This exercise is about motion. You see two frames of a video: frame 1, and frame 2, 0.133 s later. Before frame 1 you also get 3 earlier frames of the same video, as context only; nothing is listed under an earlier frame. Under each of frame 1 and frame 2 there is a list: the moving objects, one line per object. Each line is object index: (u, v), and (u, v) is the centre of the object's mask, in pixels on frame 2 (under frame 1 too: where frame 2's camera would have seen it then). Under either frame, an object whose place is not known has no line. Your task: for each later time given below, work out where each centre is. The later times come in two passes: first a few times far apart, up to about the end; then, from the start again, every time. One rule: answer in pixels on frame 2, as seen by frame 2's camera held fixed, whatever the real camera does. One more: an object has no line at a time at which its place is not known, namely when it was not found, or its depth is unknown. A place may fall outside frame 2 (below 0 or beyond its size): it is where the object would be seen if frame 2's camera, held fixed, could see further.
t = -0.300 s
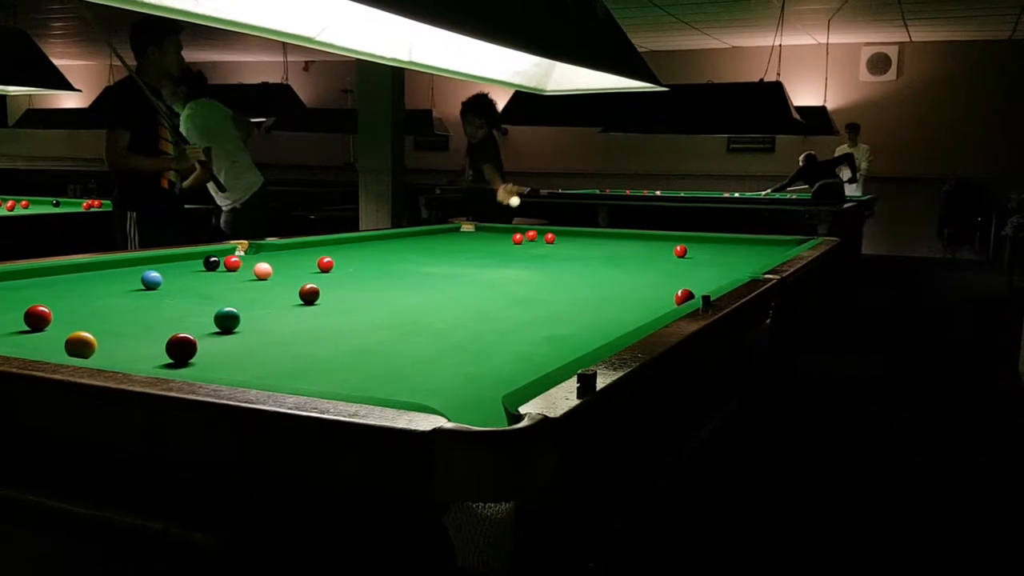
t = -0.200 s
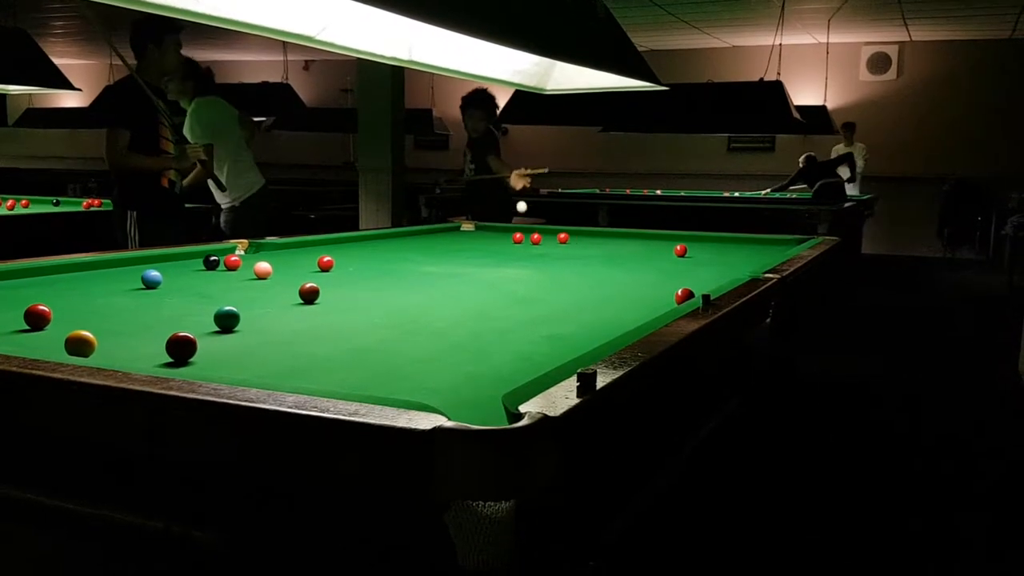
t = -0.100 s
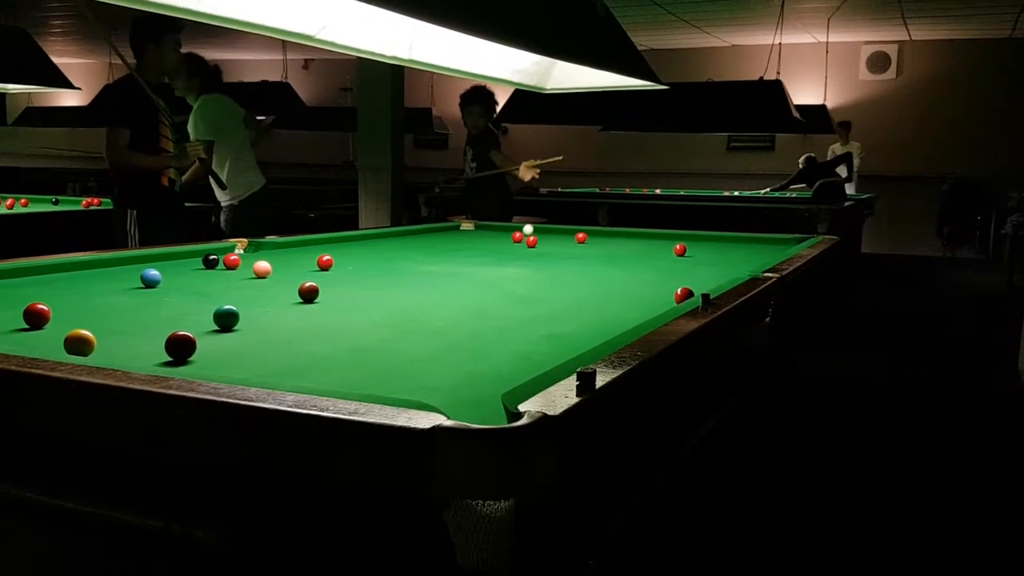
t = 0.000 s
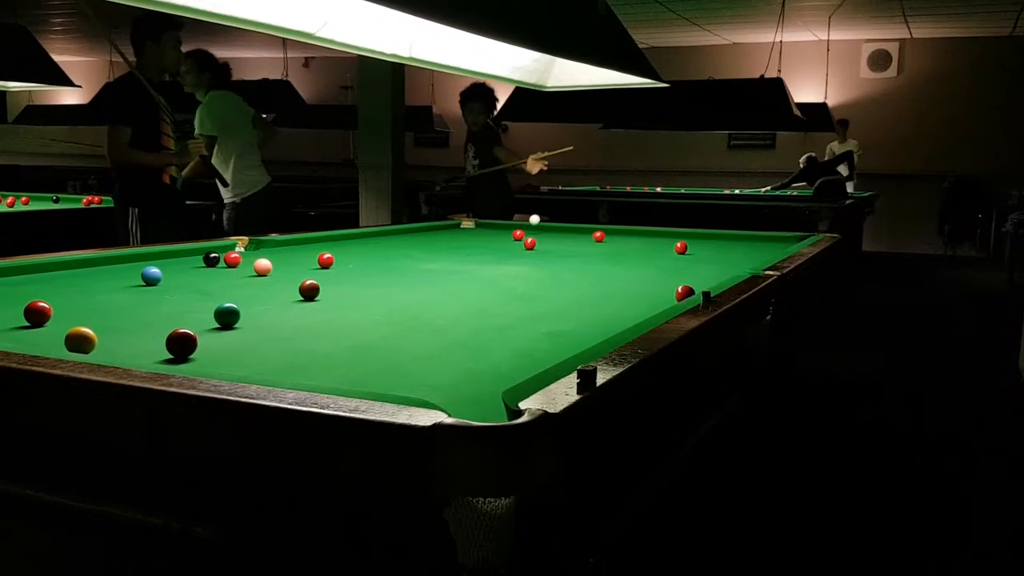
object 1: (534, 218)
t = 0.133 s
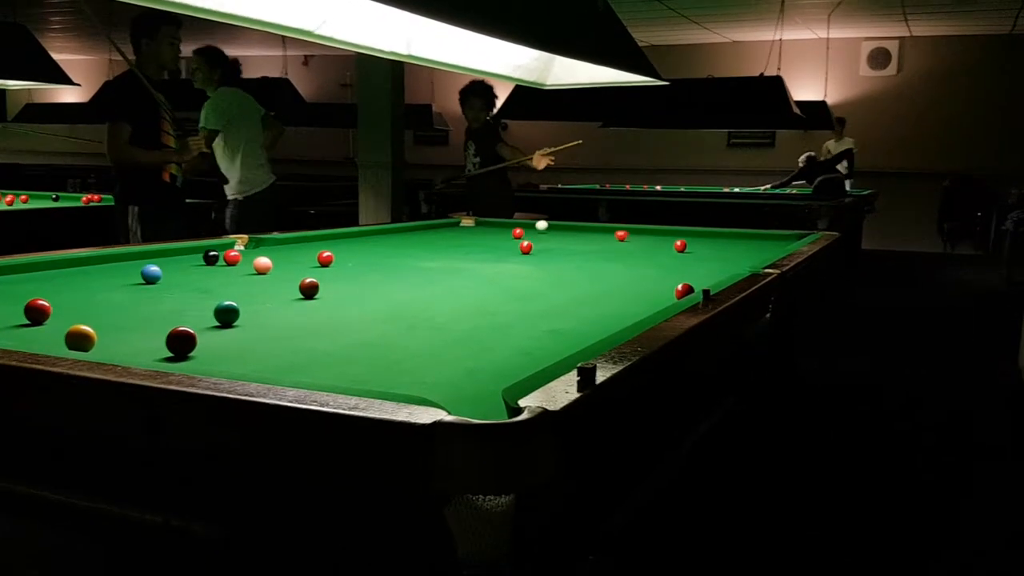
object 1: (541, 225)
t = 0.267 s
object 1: (548, 228)
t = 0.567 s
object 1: (565, 230)
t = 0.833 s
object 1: (578, 230)
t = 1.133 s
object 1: (594, 231)
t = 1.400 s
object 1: (607, 231)
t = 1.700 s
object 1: (619, 232)
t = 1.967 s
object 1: (630, 232)
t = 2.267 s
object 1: (639, 233)
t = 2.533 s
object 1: (647, 233)
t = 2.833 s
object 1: (653, 234)
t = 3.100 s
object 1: (658, 234)
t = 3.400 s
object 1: (662, 235)
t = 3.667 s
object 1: (664, 234)
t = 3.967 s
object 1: (664, 234)
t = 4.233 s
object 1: (665, 234)
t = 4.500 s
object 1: (665, 234)
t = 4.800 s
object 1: (665, 234)
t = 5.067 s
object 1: (665, 234)
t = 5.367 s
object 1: (665, 234)
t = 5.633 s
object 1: (665, 234)
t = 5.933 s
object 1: (665, 234)
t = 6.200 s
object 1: (665, 234)
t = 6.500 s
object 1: (665, 234)
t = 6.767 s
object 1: (665, 234)
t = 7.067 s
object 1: (665, 234)
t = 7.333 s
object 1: (664, 233)
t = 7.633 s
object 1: (664, 234)
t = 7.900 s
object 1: (662, 234)
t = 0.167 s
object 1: (543, 225)
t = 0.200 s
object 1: (545, 227)
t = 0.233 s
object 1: (546, 228)
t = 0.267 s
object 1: (548, 228)
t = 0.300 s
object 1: (550, 228)
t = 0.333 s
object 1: (552, 229)
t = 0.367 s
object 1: (554, 229)
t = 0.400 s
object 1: (556, 229)
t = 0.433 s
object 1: (558, 229)
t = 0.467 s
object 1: (559, 229)
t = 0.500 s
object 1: (561, 229)
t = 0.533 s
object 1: (563, 229)
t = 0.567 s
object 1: (565, 230)
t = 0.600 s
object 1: (566, 230)
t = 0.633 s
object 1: (568, 230)
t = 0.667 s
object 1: (569, 230)
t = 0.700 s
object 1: (571, 230)
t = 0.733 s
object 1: (573, 230)
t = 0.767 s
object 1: (575, 230)
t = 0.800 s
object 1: (576, 230)
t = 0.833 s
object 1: (578, 230)
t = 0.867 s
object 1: (580, 231)
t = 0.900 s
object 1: (582, 231)
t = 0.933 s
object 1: (584, 231)
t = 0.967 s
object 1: (585, 231)
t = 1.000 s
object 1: (587, 231)
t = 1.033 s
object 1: (589, 231)
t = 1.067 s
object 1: (591, 231)
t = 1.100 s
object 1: (592, 231)
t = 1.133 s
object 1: (594, 231)
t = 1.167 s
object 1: (596, 231)
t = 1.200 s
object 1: (597, 231)
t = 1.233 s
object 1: (599, 231)
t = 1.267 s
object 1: (600, 231)
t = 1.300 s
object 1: (602, 231)
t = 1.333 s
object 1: (604, 231)
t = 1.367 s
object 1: (605, 231)
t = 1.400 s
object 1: (607, 231)
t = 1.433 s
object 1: (608, 231)
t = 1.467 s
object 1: (610, 231)
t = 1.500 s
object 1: (611, 231)
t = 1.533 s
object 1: (613, 231)
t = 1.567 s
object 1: (614, 231)
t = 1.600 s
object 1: (615, 231)
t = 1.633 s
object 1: (617, 231)
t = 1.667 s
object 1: (618, 232)
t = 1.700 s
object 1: (619, 232)
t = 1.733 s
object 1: (621, 232)
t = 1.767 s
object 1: (622, 232)
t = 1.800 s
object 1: (623, 232)
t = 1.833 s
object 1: (625, 232)
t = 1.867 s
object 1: (626, 232)
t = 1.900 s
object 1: (627, 232)
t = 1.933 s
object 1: (628, 232)
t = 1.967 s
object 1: (630, 232)
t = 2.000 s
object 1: (631, 233)
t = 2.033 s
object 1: (632, 232)
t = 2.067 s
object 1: (633, 232)
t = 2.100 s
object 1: (634, 233)
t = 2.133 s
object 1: (635, 233)
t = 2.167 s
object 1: (636, 233)
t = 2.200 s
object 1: (637, 233)
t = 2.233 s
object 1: (638, 233)
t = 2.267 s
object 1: (639, 233)
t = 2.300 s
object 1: (641, 233)
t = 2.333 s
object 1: (641, 233)
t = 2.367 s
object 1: (642, 233)
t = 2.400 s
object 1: (643, 233)
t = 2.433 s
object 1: (644, 233)
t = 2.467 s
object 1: (645, 233)
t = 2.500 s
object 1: (646, 233)
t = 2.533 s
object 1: (647, 233)
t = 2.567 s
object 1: (648, 234)
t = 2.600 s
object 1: (648, 234)
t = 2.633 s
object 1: (649, 234)
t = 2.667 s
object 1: (650, 234)
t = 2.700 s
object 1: (651, 234)
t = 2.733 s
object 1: (652, 234)
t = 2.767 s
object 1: (652, 234)
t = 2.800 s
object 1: (653, 234)
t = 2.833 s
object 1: (653, 234)
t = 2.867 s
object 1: (654, 234)
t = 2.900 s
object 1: (655, 234)
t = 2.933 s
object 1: (655, 234)
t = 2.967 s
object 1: (656, 234)
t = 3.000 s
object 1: (657, 234)
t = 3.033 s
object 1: (657, 234)
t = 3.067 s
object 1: (658, 234)
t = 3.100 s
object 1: (658, 234)
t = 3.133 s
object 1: (658, 234)
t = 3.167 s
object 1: (659, 235)
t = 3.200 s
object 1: (659, 235)
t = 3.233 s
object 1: (660, 235)
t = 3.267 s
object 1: (660, 235)
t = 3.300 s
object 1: (660, 235)
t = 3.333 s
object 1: (661, 235)
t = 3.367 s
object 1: (661, 235)
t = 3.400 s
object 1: (662, 235)
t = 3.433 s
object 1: (662, 235)
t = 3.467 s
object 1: (662, 235)
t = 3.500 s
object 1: (663, 235)
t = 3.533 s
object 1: (663, 235)
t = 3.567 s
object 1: (663, 235)
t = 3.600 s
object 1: (663, 235)
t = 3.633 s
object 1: (664, 235)
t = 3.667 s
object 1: (664, 234)
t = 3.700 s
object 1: (664, 235)
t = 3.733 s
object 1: (664, 235)
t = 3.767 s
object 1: (664, 235)
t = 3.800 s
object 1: (664, 234)
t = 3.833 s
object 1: (664, 234)
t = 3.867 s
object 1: (664, 234)
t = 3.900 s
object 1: (664, 234)
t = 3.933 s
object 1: (664, 234)
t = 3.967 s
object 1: (664, 234)
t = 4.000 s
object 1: (664, 234)
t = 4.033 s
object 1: (664, 234)
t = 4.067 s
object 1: (664, 234)
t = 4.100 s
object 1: (664, 234)
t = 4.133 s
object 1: (665, 234)
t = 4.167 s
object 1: (665, 234)
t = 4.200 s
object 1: (665, 234)
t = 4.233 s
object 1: (665, 234)
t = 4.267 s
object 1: (665, 234)
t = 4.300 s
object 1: (665, 234)
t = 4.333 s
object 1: (665, 234)
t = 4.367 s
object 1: (665, 234)
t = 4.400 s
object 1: (665, 234)
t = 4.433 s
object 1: (665, 234)
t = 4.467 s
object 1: (665, 234)
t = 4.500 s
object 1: (665, 234)
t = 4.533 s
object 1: (665, 234)
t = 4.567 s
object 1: (665, 234)
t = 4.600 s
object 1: (665, 234)
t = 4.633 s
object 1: (665, 234)
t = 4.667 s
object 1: (665, 234)
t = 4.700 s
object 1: (665, 234)
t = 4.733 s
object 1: (665, 234)
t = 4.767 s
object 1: (665, 234)
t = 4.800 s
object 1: (665, 234)
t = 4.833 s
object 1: (665, 234)
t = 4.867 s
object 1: (665, 234)
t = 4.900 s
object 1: (665, 234)
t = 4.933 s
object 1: (665, 234)
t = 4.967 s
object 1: (665, 234)
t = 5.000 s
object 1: (665, 234)
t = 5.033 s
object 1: (665, 234)
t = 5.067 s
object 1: (665, 234)
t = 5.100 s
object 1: (665, 234)
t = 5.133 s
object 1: (665, 234)
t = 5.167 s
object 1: (665, 234)
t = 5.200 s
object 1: (665, 234)
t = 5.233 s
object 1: (665, 234)
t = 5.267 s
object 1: (665, 234)
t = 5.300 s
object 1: (665, 234)
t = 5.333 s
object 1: (665, 234)
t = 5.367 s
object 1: (665, 234)
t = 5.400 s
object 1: (665, 234)
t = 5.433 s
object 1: (665, 234)
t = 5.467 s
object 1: (665, 234)
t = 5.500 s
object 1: (665, 234)
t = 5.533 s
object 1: (665, 234)
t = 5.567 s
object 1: (665, 234)
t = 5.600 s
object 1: (665, 234)
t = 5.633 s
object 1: (665, 234)
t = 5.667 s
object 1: (665, 234)
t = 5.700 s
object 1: (665, 234)
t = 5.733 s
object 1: (665, 234)
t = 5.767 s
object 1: (665, 234)
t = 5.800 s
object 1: (665, 234)
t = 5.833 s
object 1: (664, 234)
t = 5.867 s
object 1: (664, 234)
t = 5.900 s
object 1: (665, 234)
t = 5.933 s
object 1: (665, 234)
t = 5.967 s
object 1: (665, 234)
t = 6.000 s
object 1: (664, 234)
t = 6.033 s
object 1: (665, 234)
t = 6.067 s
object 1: (665, 234)
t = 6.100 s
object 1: (664, 234)
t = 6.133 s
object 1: (664, 234)
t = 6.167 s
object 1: (664, 234)
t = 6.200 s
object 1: (665, 234)
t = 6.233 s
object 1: (665, 234)
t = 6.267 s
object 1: (665, 234)
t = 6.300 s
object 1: (665, 234)
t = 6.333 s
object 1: (665, 234)
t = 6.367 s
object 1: (665, 234)
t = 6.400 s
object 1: (665, 234)
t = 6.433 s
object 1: (665, 234)
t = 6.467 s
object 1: (665, 234)
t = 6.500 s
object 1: (665, 234)
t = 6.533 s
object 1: (665, 234)
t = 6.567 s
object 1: (665, 234)
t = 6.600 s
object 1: (665, 234)
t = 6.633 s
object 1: (665, 234)
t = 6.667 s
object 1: (664, 234)
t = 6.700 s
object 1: (665, 234)
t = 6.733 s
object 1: (665, 234)
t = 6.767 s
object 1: (665, 234)
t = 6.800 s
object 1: (665, 234)
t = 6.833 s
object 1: (665, 234)
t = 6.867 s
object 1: (664, 234)
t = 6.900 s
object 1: (664, 233)
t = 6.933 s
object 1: (665, 234)
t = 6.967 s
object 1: (665, 234)
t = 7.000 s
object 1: (664, 233)
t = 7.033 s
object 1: (664, 234)
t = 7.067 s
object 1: (665, 234)
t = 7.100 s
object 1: (665, 233)
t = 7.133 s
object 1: (664, 233)
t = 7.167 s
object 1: (664, 234)
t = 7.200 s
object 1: (664, 233)
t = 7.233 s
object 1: (664, 233)
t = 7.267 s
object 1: (665, 233)
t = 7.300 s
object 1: (665, 233)
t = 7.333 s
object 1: (664, 233)
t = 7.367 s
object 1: (664, 234)
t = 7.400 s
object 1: (664, 233)
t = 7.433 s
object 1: (665, 234)
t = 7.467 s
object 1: (664, 234)
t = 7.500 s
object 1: (664, 234)
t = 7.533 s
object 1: (664, 234)
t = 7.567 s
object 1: (664, 234)
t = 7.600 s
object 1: (664, 234)
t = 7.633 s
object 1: (664, 234)
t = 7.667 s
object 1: (664, 234)
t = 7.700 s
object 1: (664, 234)
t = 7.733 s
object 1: (664, 234)
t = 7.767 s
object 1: (664, 234)
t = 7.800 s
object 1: (663, 234)
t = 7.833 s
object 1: (663, 234)
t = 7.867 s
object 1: (663, 234)
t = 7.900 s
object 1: (662, 234)
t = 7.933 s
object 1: (661, 235)
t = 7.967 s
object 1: (661, 235)
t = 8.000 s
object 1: (660, 235)
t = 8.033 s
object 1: (659, 236)
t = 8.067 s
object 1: (659, 236)
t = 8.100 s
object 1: (657, 236)
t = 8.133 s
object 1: (657, 237)
